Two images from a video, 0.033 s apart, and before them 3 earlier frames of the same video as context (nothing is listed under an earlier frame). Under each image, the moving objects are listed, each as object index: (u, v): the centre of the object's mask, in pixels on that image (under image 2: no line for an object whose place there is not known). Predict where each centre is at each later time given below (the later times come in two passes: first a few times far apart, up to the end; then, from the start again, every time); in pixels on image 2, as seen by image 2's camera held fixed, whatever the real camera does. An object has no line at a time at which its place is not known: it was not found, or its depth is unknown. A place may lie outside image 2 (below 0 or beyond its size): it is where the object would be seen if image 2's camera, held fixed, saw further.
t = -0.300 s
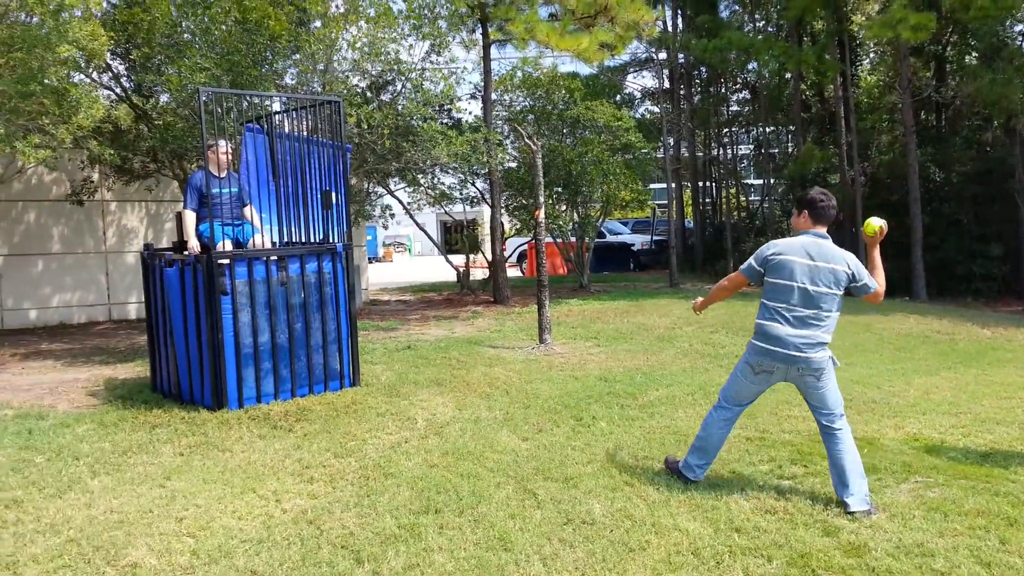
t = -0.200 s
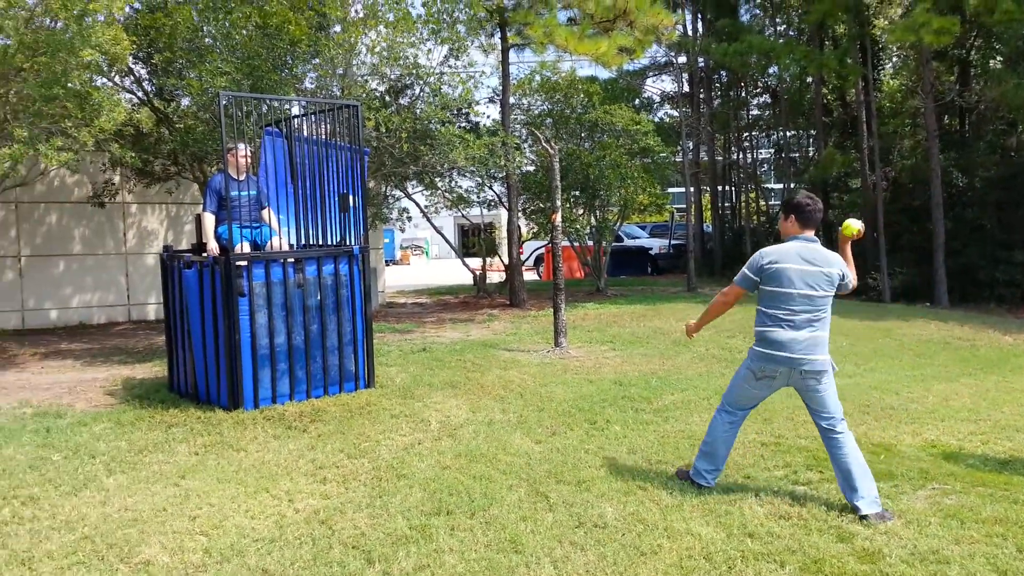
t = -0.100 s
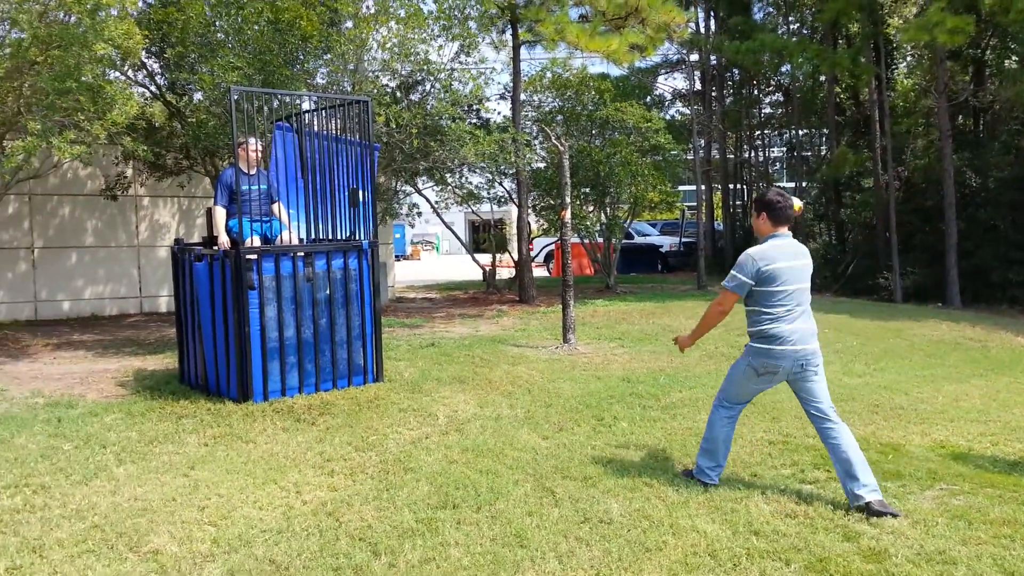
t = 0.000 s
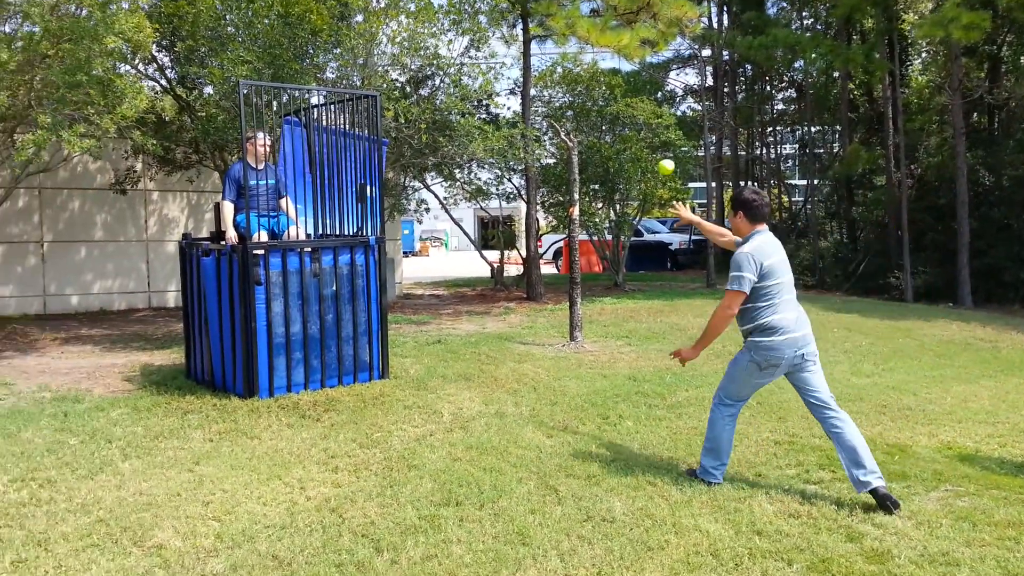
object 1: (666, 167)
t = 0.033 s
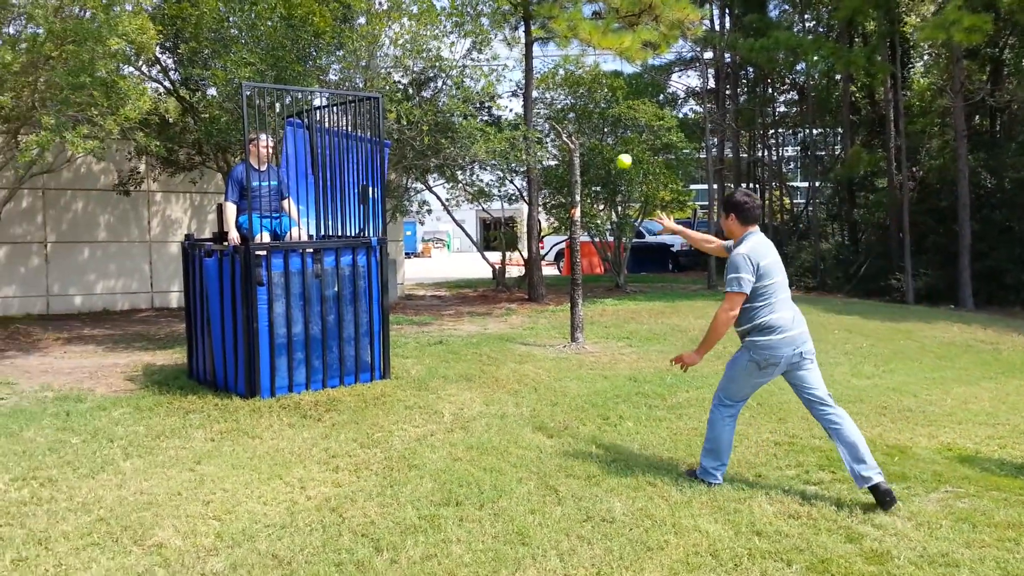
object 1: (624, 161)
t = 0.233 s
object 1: (428, 152)
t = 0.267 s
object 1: (404, 155)
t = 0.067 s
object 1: (585, 156)
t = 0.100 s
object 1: (548, 152)
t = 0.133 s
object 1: (514, 150)
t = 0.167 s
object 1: (482, 149)
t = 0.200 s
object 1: (454, 150)
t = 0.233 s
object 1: (428, 152)
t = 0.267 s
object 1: (404, 155)
